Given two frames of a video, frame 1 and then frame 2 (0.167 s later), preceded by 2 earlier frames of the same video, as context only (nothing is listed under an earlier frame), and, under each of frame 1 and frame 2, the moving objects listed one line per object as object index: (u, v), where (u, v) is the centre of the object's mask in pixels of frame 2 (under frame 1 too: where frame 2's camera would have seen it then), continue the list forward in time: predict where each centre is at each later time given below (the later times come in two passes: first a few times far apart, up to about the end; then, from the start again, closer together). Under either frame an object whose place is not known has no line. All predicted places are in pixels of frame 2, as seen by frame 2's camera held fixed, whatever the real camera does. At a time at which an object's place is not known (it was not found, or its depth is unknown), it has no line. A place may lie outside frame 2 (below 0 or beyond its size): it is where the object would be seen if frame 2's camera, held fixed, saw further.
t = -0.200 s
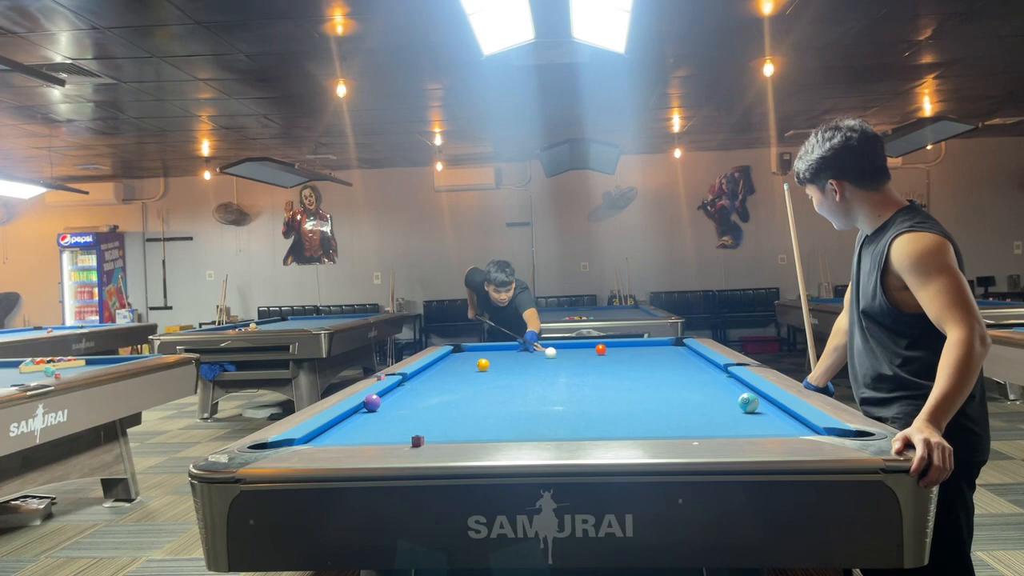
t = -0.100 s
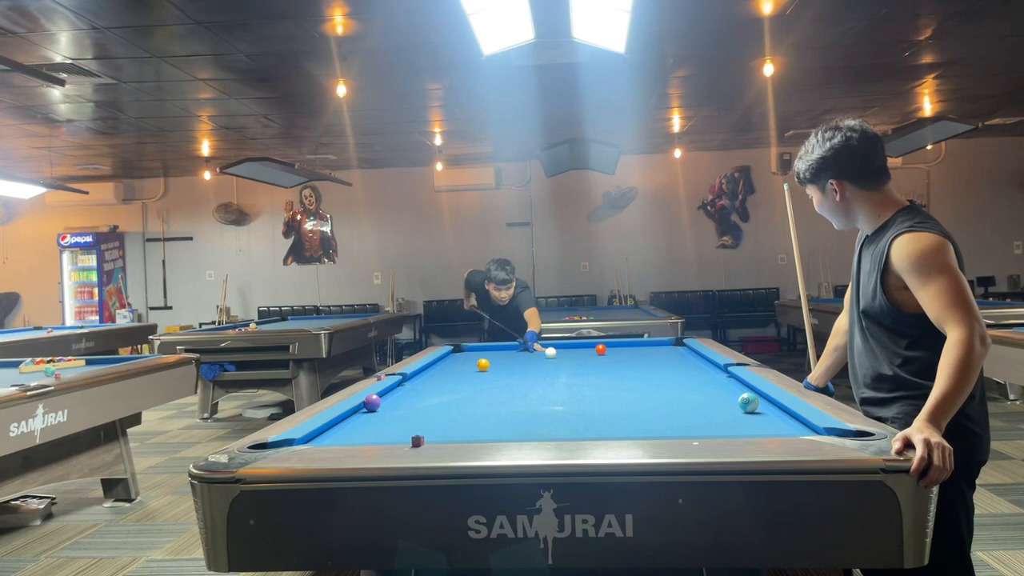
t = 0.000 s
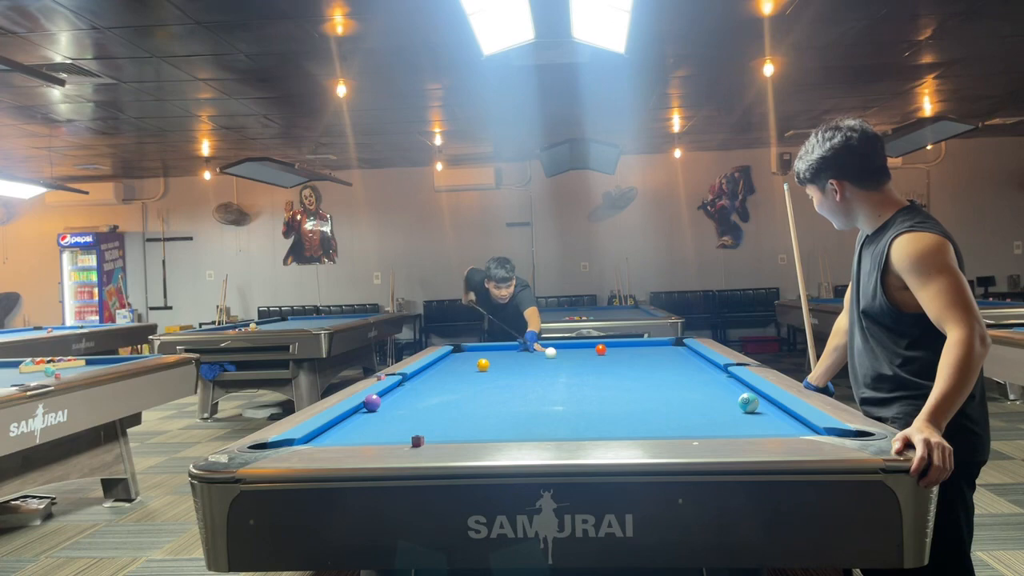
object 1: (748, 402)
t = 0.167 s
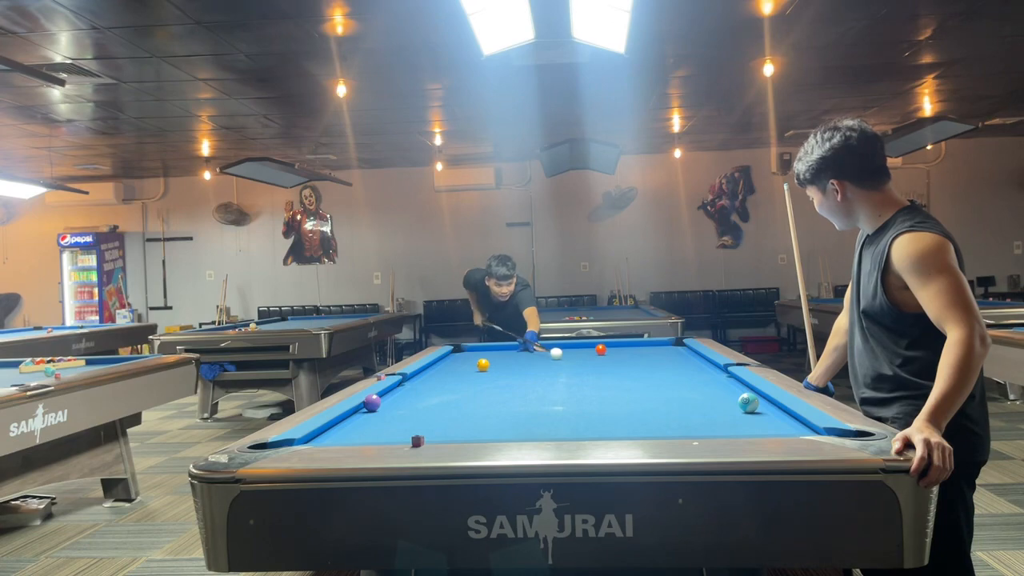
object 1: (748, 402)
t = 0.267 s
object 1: (748, 402)
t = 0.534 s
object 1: (748, 402)
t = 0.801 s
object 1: (770, 417)
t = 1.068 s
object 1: (784, 426)
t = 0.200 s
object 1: (748, 402)
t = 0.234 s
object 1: (748, 402)
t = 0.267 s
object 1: (748, 402)
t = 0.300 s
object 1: (748, 402)
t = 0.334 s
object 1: (748, 402)
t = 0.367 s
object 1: (748, 402)
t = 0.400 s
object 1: (748, 402)
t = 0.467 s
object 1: (748, 402)
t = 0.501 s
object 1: (748, 402)
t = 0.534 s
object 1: (748, 402)
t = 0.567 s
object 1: (748, 402)
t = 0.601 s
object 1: (748, 402)
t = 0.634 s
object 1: (748, 402)
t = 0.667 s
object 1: (748, 402)
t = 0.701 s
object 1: (748, 402)
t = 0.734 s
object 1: (754, 406)
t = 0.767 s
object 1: (762, 411)
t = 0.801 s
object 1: (770, 417)
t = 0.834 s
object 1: (777, 422)
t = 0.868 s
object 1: (785, 425)
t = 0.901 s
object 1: (794, 428)
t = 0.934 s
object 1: (803, 429)
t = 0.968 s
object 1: (810, 429)
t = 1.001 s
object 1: (804, 427)
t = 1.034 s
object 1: (793, 426)
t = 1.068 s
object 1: (784, 426)
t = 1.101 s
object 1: (776, 426)
